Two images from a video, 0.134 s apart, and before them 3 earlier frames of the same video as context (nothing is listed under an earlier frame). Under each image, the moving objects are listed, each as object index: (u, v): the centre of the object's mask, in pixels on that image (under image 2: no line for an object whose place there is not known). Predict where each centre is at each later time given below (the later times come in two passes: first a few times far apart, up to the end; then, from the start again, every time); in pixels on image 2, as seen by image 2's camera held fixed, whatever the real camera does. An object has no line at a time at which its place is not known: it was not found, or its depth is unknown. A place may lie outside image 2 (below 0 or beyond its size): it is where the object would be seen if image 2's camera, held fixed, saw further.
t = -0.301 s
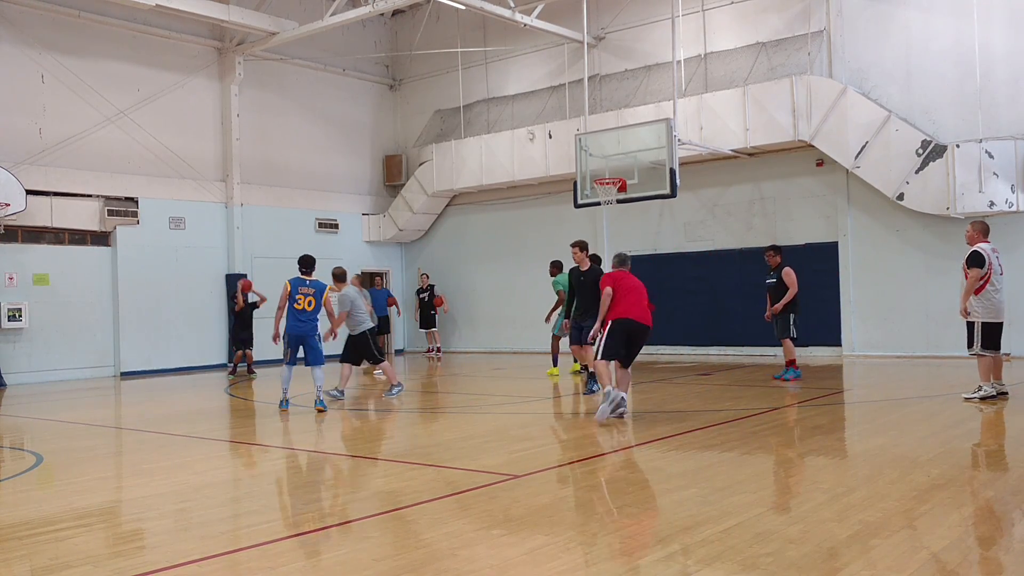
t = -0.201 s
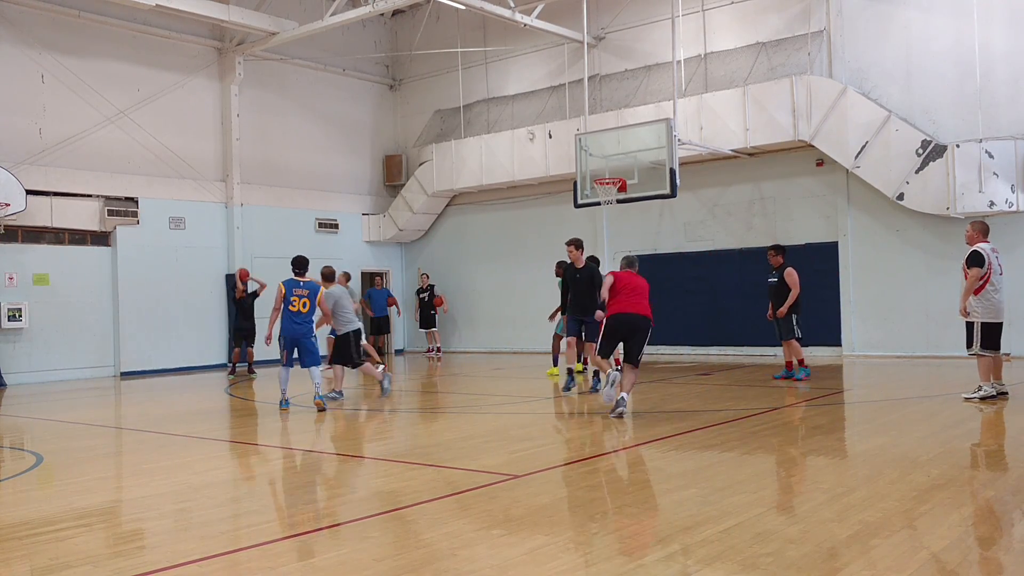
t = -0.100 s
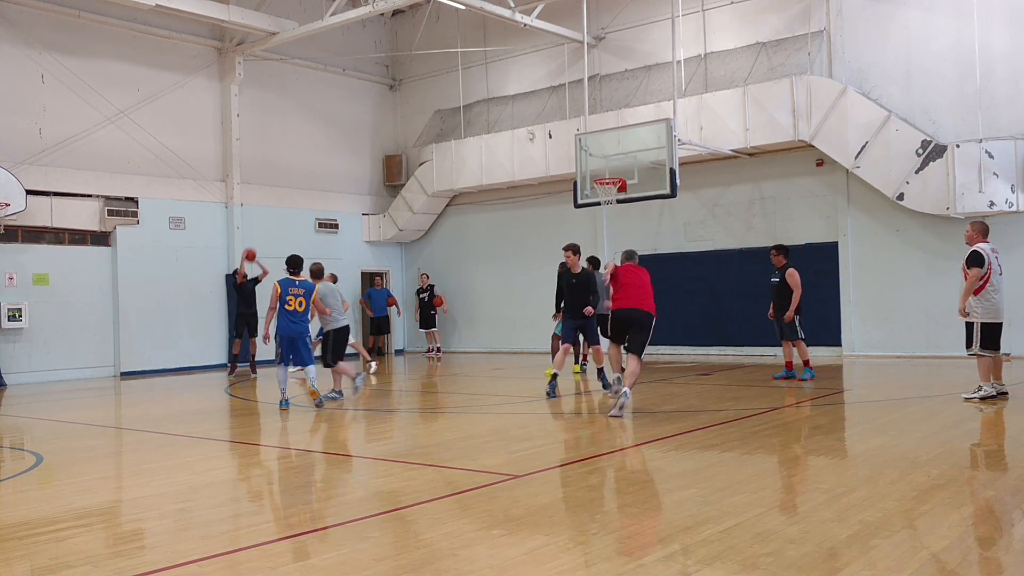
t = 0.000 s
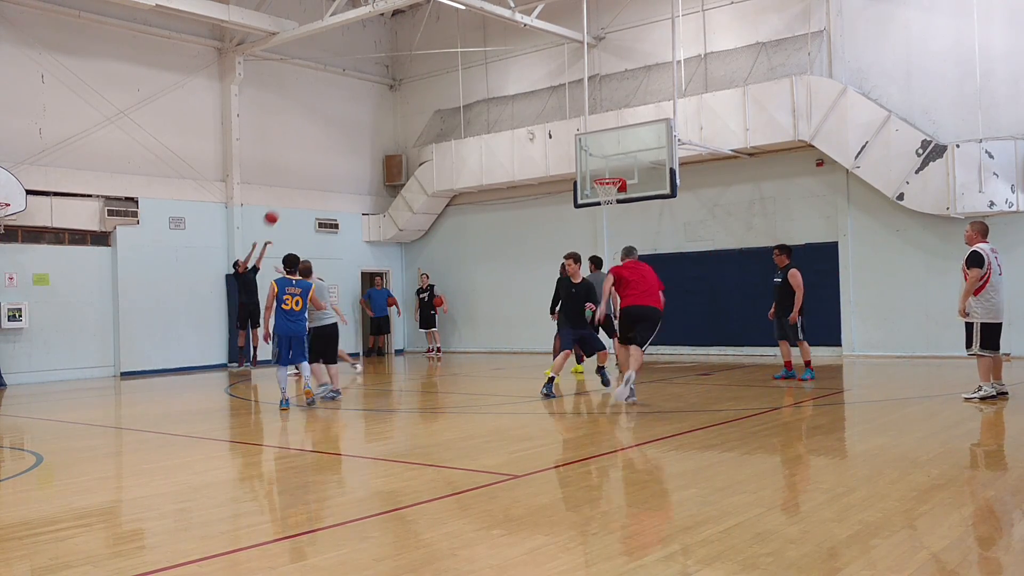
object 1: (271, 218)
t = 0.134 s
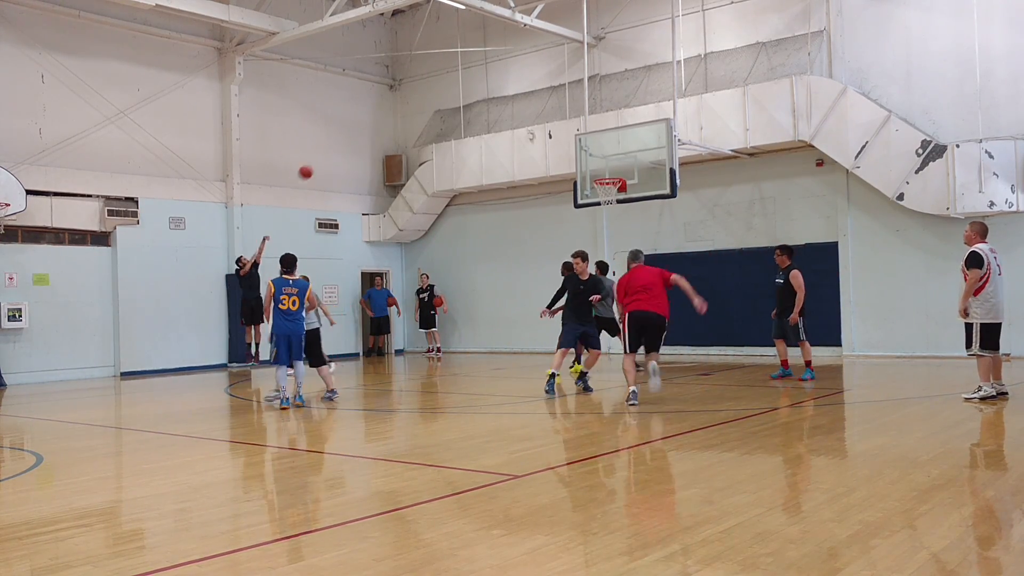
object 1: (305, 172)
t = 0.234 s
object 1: (332, 145)
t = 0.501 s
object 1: (403, 99)
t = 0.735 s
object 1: (466, 91)
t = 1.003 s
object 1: (539, 121)
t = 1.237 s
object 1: (601, 173)
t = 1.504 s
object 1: (650, 133)
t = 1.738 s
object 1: (675, 128)
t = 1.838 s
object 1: (682, 134)
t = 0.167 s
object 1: (314, 162)
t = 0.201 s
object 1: (323, 153)
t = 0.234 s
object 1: (332, 145)
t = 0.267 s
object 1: (341, 136)
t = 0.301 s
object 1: (349, 129)
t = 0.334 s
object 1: (358, 122)
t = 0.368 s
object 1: (367, 116)
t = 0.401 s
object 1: (376, 111)
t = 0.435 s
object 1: (385, 106)
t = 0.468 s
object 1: (394, 102)
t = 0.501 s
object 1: (403, 99)
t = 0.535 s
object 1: (412, 95)
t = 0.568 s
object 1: (420, 93)
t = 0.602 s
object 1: (430, 91)
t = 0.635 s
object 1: (439, 90)
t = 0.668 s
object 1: (448, 90)
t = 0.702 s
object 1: (456, 90)
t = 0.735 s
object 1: (466, 91)
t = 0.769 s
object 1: (475, 92)
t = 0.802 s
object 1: (484, 95)
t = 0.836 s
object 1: (493, 98)
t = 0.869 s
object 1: (502, 101)
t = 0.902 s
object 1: (511, 105)
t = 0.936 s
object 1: (520, 110)
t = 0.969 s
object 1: (529, 116)
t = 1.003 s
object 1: (539, 121)
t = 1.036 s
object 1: (548, 128)
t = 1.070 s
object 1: (557, 135)
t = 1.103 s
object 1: (566, 143)
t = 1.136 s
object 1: (576, 152)
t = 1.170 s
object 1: (585, 162)
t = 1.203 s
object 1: (595, 172)
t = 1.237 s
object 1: (601, 173)
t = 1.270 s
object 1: (607, 166)
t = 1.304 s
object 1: (613, 159)
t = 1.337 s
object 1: (619, 153)
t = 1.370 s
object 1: (625, 148)
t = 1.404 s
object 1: (631, 143)
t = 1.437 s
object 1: (637, 139)
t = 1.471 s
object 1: (643, 136)
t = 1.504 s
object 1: (650, 133)
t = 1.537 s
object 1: (656, 131)
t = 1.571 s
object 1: (663, 130)
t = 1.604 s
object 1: (665, 128)
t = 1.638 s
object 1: (667, 127)
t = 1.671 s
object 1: (669, 126)
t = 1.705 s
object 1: (672, 127)
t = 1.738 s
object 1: (675, 128)
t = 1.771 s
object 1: (677, 129)
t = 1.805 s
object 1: (679, 131)
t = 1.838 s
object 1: (682, 134)
